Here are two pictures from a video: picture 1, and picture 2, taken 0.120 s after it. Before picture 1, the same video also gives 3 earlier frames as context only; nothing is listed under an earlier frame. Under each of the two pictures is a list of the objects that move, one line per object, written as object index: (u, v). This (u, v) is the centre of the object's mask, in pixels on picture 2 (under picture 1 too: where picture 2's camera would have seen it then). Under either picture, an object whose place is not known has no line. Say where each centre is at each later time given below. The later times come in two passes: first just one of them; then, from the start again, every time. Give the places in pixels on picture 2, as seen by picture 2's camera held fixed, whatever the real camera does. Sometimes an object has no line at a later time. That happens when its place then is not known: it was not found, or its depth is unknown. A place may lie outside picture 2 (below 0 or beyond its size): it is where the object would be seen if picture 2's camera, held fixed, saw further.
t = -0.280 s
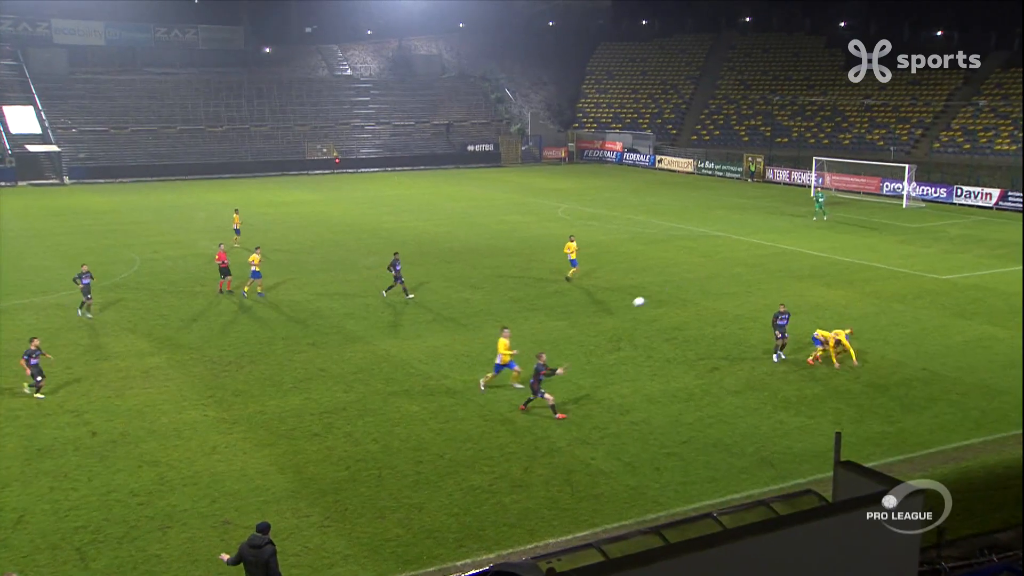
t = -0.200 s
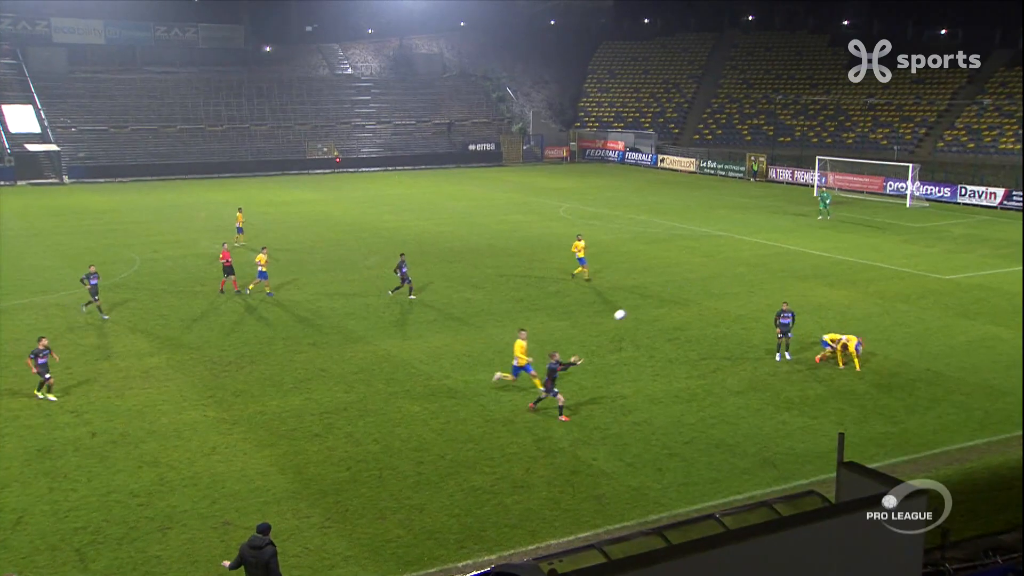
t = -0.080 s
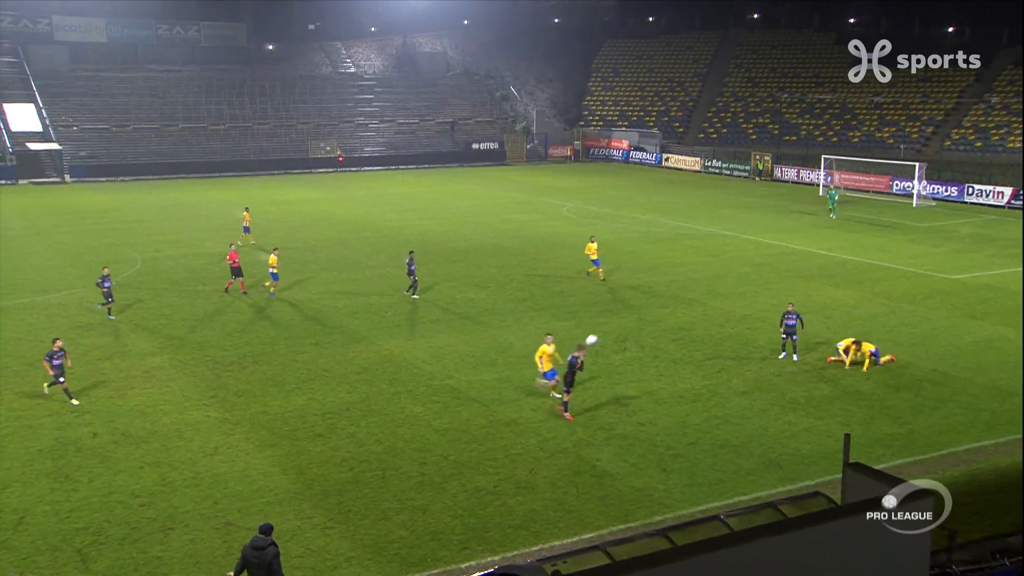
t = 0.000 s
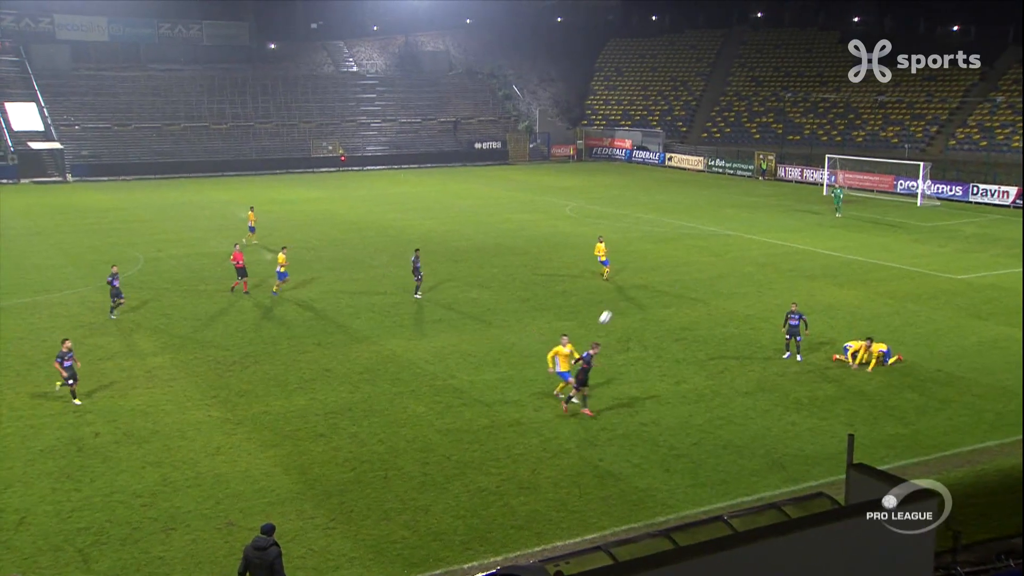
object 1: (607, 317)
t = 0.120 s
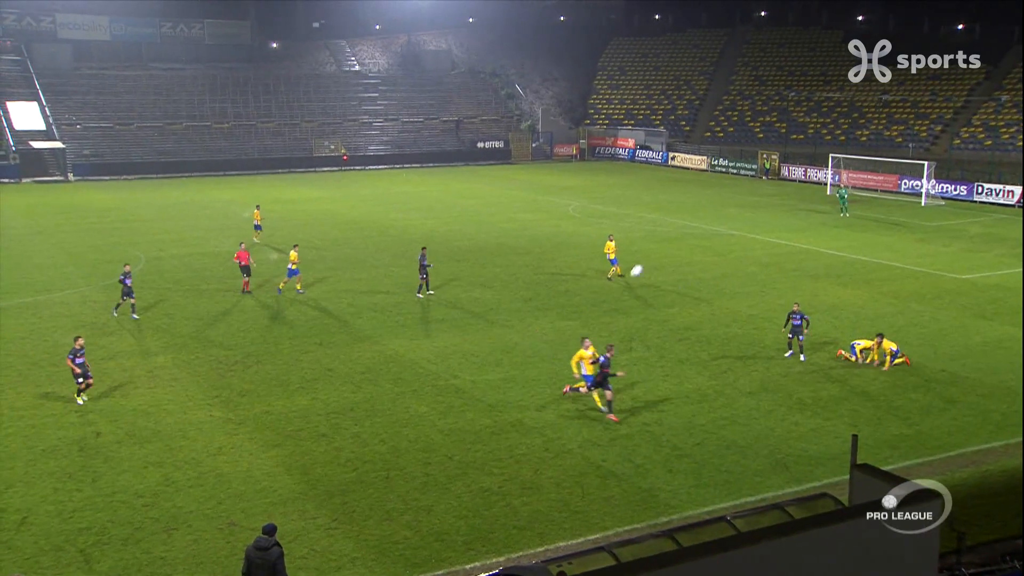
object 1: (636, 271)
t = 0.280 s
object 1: (671, 222)
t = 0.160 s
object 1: (646, 257)
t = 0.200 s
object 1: (654, 245)
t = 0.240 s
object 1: (663, 233)
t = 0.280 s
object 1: (671, 222)
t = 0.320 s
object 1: (679, 211)
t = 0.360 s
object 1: (685, 202)
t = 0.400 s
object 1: (692, 193)
